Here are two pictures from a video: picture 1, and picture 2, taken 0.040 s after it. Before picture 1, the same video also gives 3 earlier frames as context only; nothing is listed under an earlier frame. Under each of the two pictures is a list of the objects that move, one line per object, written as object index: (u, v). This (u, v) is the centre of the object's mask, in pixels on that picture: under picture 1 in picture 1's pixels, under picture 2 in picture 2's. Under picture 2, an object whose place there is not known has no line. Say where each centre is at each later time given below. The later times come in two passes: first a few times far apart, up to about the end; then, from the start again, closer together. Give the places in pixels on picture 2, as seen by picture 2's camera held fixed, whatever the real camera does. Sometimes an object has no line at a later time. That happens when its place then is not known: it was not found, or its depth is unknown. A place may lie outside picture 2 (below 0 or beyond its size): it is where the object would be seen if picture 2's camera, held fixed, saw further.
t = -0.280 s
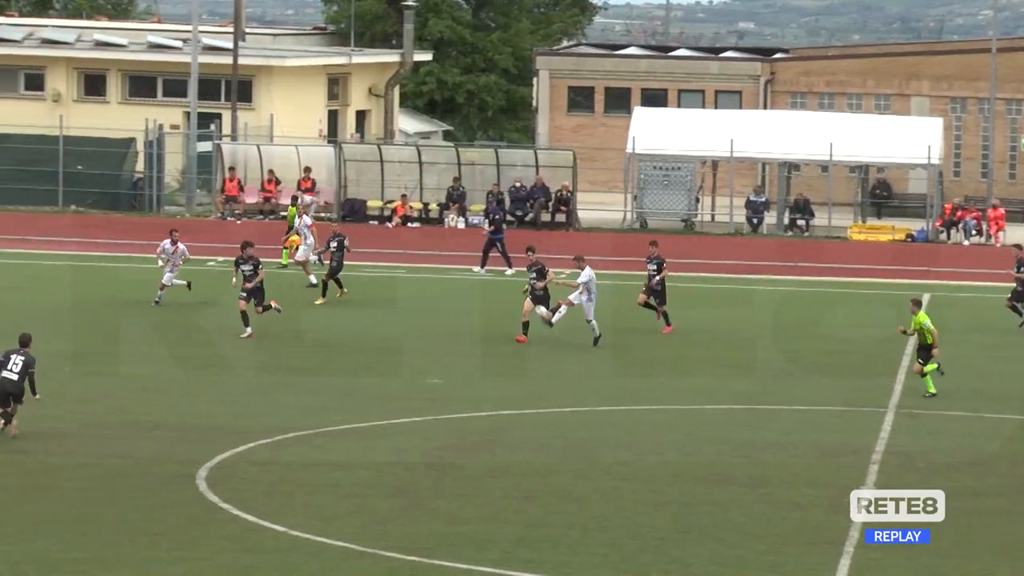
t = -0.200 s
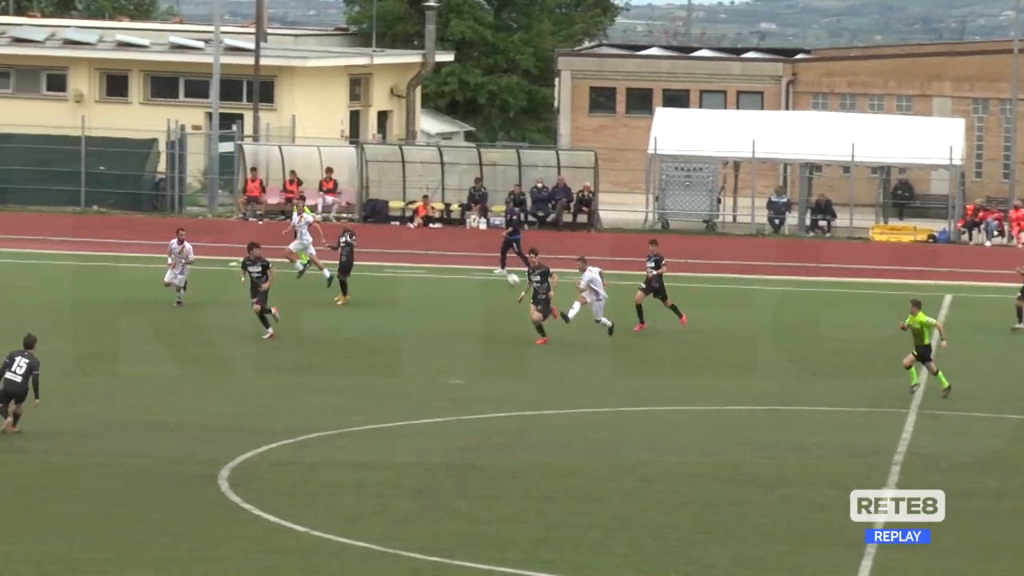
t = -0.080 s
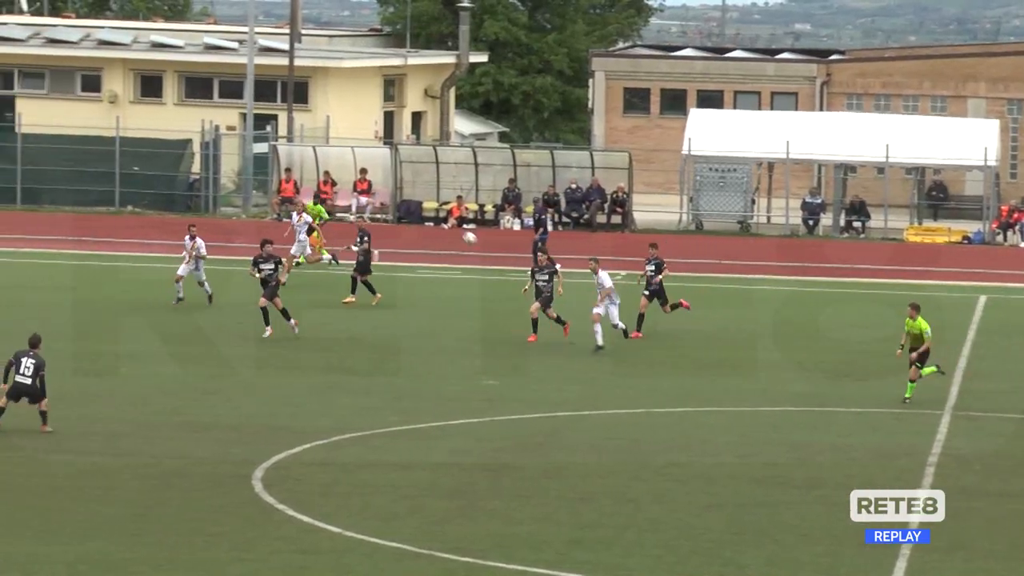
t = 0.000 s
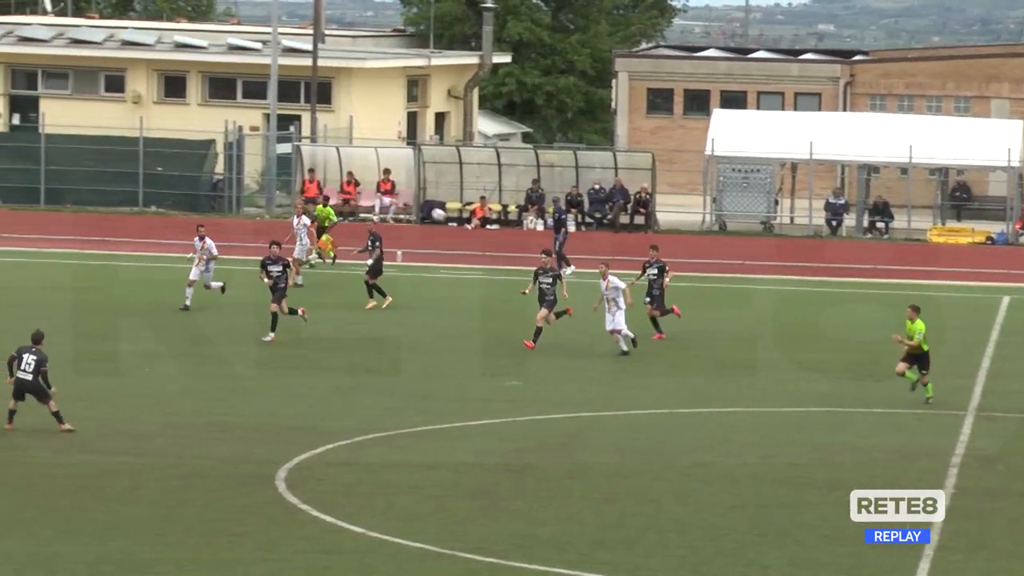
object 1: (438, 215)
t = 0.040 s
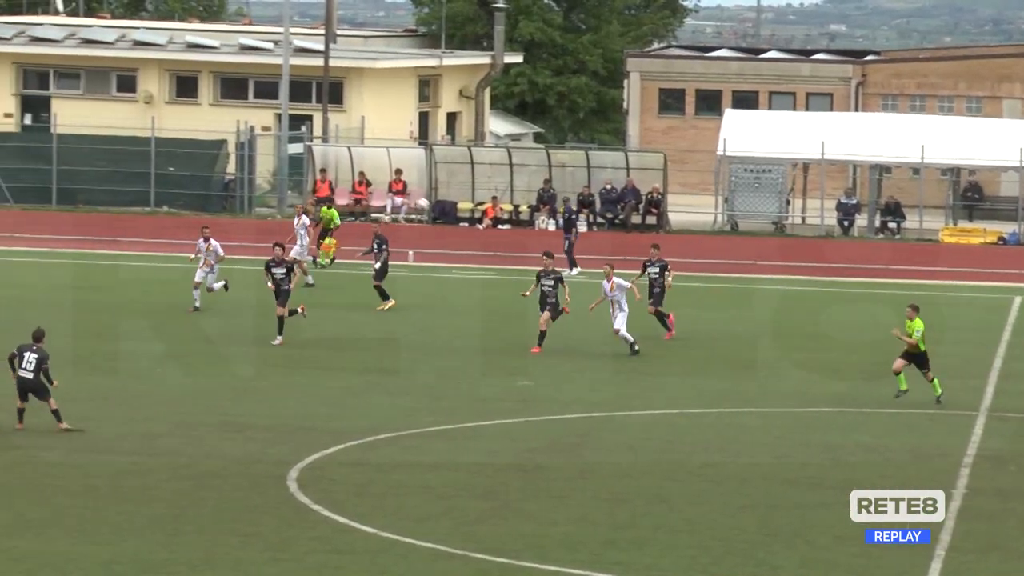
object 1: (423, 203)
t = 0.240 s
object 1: (276, 162)
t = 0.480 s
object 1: (86, 146)
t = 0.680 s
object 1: (-86, 161)
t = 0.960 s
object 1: (-359, 238)
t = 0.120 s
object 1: (365, 183)
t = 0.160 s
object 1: (336, 176)
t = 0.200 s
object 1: (306, 169)
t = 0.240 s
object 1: (276, 162)
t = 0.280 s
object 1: (245, 158)
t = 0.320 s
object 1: (215, 154)
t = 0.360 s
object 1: (183, 151)
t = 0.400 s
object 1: (151, 148)
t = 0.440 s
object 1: (119, 147)
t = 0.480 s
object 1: (86, 146)
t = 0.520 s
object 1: (53, 146)
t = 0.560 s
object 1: (19, 148)
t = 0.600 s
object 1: (-16, 152)
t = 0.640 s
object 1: (-52, 155)
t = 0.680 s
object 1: (-86, 161)
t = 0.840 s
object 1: (-237, 196)
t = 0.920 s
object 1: (-316, 221)
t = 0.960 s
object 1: (-359, 238)
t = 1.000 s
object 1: (-402, 255)
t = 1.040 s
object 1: (-448, 275)
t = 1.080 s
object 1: (-494, 295)
